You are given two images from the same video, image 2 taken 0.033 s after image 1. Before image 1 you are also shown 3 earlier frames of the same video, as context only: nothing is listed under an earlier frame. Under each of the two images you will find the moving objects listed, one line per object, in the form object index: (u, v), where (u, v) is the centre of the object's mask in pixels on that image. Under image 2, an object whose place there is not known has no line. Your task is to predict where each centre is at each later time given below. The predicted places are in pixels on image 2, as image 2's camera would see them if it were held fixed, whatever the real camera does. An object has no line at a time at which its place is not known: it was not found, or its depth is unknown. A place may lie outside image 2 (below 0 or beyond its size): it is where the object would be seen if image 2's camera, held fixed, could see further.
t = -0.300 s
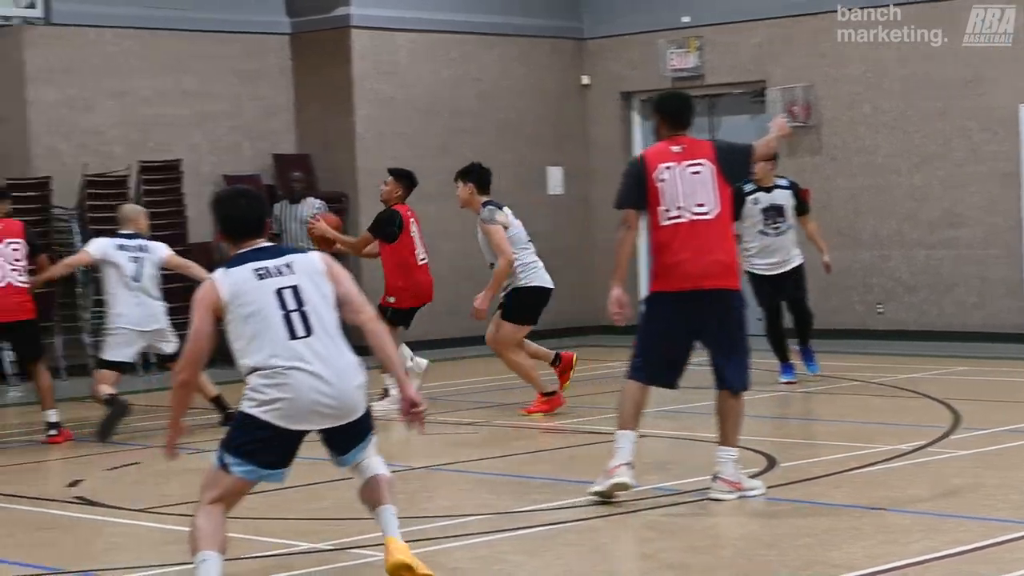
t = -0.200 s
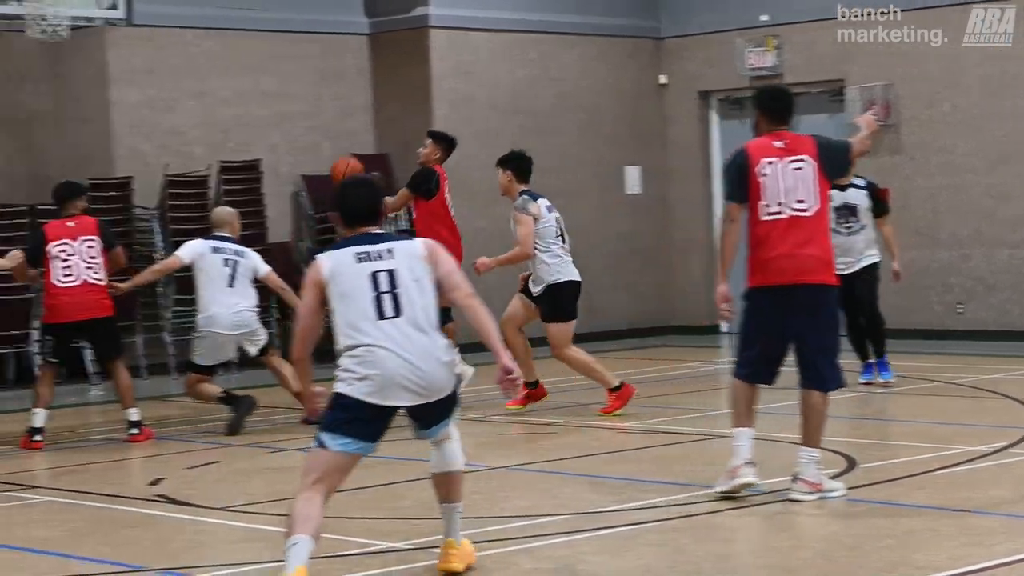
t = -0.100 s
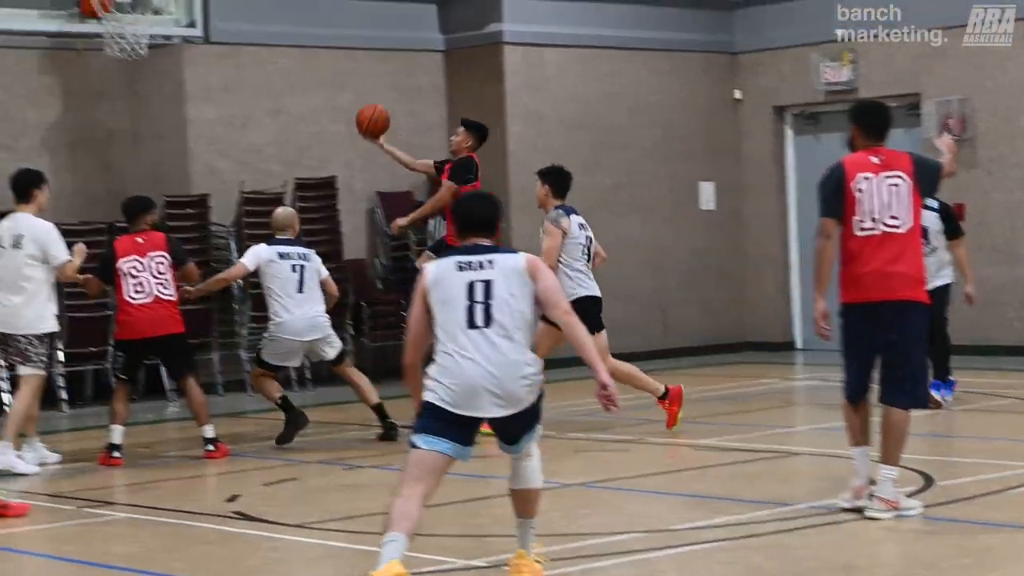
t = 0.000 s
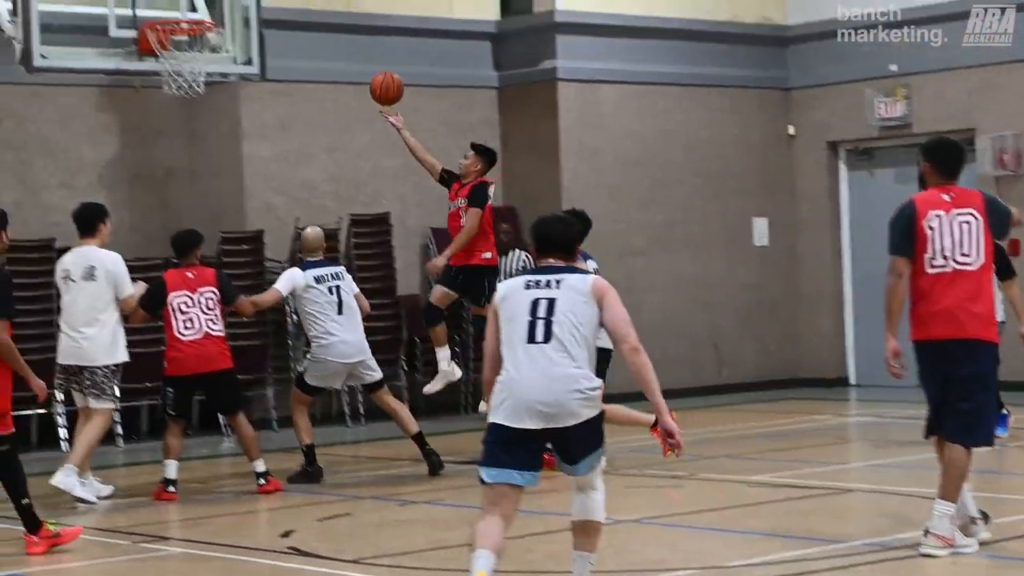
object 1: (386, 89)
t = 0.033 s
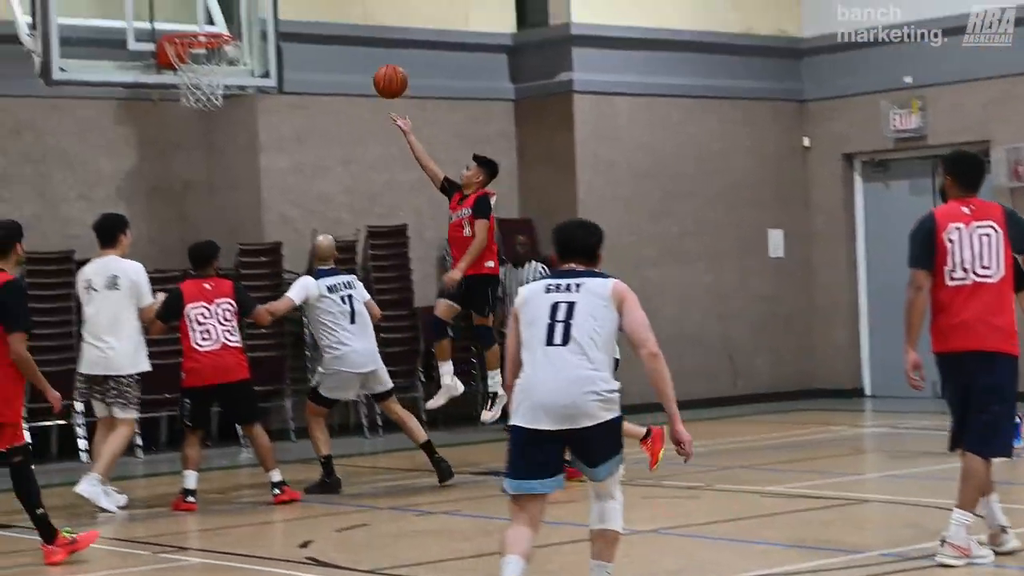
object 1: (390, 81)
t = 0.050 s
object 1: (383, 72)
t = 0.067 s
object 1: (377, 63)
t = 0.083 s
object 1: (369, 53)
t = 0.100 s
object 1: (363, 46)
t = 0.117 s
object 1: (356, 38)
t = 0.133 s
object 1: (351, 31)
